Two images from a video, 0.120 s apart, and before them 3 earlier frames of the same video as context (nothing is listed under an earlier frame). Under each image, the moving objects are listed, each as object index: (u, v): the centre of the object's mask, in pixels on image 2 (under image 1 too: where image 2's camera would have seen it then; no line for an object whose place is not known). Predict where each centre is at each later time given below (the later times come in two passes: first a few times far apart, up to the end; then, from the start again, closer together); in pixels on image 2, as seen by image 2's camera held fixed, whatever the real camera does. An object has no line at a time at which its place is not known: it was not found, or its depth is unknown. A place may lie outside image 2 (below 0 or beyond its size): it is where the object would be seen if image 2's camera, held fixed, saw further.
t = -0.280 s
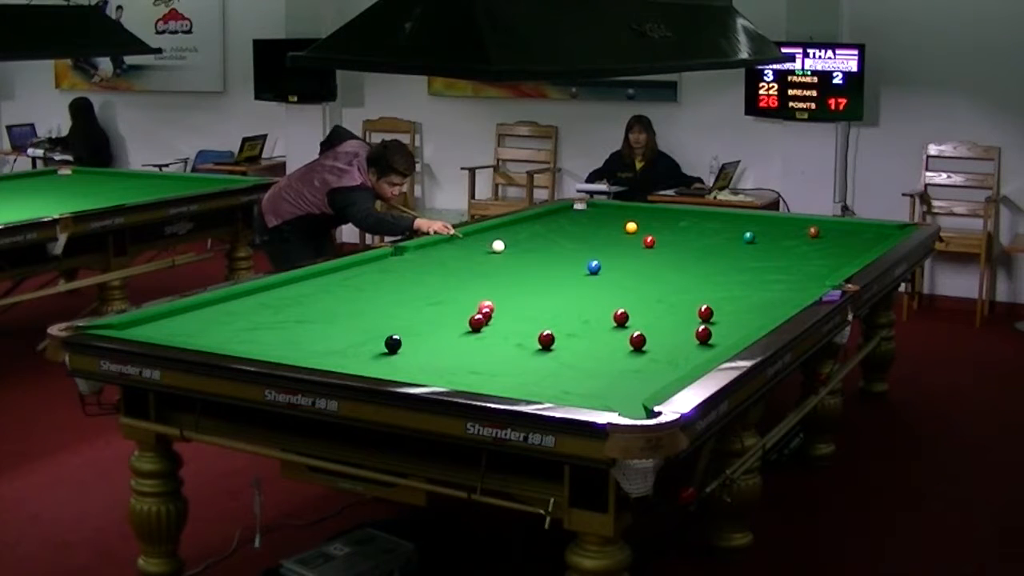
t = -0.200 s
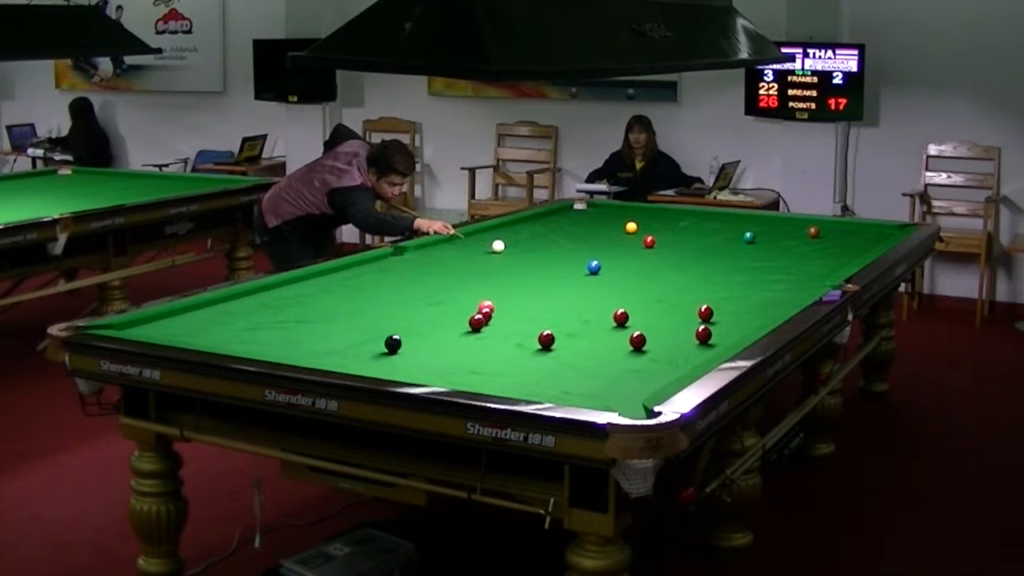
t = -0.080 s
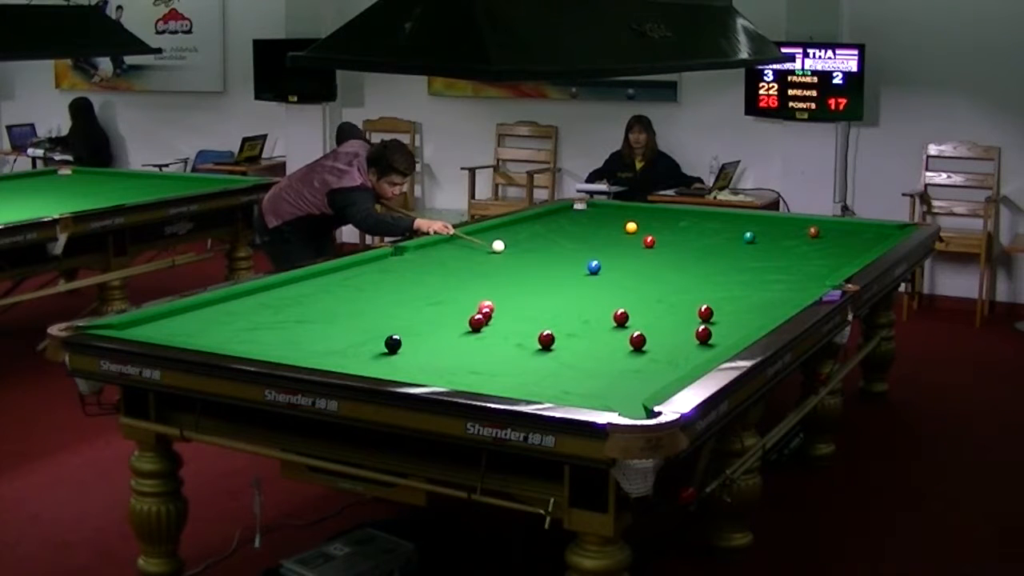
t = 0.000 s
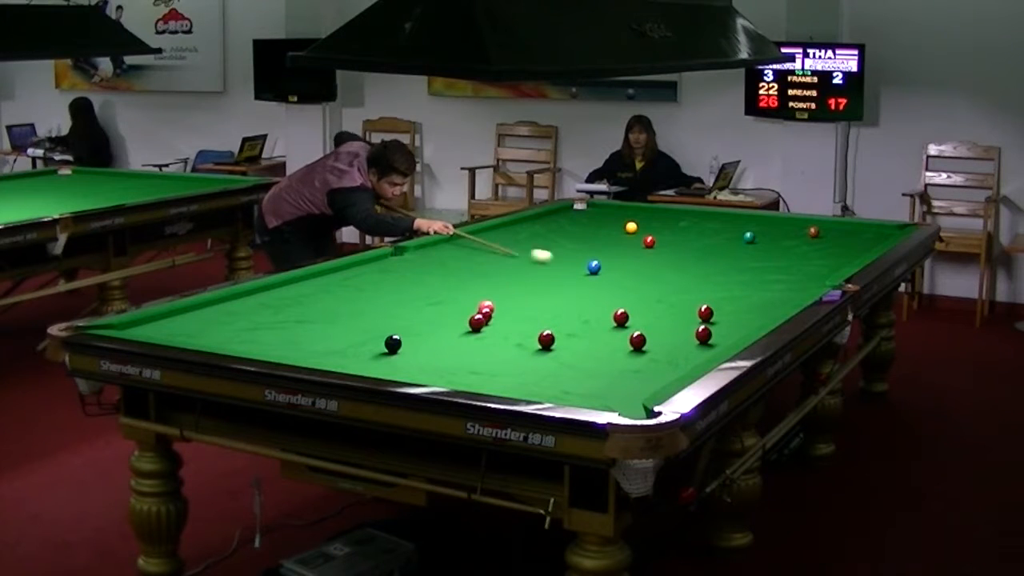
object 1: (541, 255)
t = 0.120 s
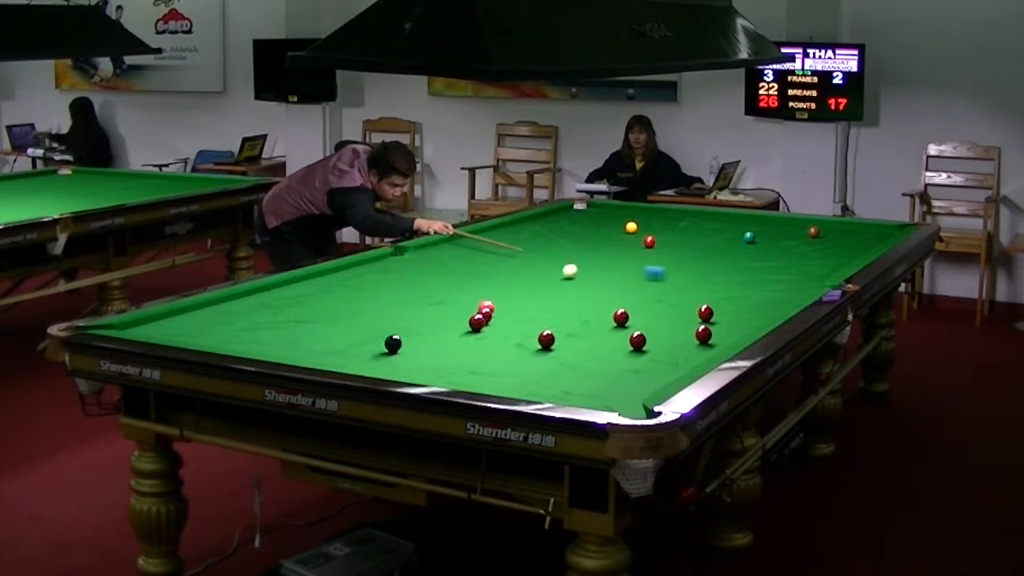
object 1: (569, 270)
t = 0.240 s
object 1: (546, 280)
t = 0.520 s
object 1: (482, 296)
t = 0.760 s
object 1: (424, 311)
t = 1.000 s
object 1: (360, 326)
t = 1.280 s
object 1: (279, 344)
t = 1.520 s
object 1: (249, 341)
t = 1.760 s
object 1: (250, 328)
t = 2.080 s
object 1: (251, 310)
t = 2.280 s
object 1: (252, 302)
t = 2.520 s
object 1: (252, 293)
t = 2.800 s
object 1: (289, 287)
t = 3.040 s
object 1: (322, 283)
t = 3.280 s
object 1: (353, 280)
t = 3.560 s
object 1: (386, 277)
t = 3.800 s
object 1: (412, 274)
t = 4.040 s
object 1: (436, 271)
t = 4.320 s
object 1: (462, 268)
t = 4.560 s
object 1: (482, 266)
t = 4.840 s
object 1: (503, 264)
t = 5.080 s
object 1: (519, 262)
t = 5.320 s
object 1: (533, 261)
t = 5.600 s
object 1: (548, 259)
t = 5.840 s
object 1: (560, 258)
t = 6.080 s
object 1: (569, 257)
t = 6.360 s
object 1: (579, 255)
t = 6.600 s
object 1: (586, 255)
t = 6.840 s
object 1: (591, 254)
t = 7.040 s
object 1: (595, 254)
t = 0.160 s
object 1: (562, 274)
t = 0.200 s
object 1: (554, 277)
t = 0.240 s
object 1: (546, 280)
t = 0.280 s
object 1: (537, 283)
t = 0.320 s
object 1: (529, 286)
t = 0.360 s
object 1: (520, 289)
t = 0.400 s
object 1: (511, 291)
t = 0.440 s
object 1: (502, 293)
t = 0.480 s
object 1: (493, 294)
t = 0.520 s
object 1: (482, 296)
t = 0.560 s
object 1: (473, 299)
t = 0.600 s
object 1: (463, 302)
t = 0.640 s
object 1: (454, 304)
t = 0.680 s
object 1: (444, 306)
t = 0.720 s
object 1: (434, 309)
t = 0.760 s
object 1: (424, 311)
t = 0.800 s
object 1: (413, 313)
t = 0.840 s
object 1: (403, 315)
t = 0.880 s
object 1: (392, 318)
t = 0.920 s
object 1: (382, 320)
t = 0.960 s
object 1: (371, 323)
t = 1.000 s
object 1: (360, 326)
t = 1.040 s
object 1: (348, 328)
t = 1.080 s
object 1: (337, 330)
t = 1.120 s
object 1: (326, 333)
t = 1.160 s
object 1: (314, 336)
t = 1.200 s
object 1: (302, 339)
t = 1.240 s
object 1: (291, 341)
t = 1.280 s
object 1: (279, 344)
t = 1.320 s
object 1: (267, 345)
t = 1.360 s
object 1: (255, 345)
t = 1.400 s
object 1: (246, 347)
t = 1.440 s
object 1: (247, 344)
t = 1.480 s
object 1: (248, 343)
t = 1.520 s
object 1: (249, 341)
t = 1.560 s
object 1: (249, 339)
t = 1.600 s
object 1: (249, 337)
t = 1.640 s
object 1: (250, 335)
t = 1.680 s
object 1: (250, 332)
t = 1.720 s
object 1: (250, 330)
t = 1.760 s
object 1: (250, 328)
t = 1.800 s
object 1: (252, 325)
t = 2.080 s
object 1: (251, 310)
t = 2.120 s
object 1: (252, 309)
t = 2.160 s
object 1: (252, 307)
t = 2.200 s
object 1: (252, 305)
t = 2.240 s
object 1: (252, 303)
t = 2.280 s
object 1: (252, 302)
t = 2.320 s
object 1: (252, 300)
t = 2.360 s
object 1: (252, 299)
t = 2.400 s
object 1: (252, 297)
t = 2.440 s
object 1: (252, 296)
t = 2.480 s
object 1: (252, 294)
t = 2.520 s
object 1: (252, 293)
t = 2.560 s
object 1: (253, 291)
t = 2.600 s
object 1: (259, 290)
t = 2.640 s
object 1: (266, 289)
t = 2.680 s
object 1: (272, 289)
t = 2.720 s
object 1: (277, 288)
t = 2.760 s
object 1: (283, 288)
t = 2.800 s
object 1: (289, 287)
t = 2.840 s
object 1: (295, 287)
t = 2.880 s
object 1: (301, 286)
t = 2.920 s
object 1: (306, 285)
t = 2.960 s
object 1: (312, 284)
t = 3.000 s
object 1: (317, 284)
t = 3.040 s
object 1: (322, 283)
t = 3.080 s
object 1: (328, 283)
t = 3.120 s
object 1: (333, 282)
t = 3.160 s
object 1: (338, 282)
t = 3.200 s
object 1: (343, 281)
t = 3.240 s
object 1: (348, 281)
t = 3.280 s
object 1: (353, 280)
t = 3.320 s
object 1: (358, 280)
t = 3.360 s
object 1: (363, 279)
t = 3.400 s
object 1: (368, 279)
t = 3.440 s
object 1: (372, 278)
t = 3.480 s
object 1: (377, 278)
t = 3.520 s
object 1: (382, 277)
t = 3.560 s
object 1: (386, 277)
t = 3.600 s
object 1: (391, 276)
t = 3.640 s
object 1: (395, 276)
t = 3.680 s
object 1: (400, 275)
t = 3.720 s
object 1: (404, 275)
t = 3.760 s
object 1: (408, 274)
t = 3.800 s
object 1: (412, 274)
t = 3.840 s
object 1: (417, 273)
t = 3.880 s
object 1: (421, 273)
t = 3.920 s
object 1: (425, 272)
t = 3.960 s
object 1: (429, 272)
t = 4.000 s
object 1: (433, 272)
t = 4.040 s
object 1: (436, 271)
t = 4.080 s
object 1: (440, 271)
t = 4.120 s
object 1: (444, 270)
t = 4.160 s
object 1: (448, 270)
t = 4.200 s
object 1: (451, 269)
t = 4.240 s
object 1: (455, 269)
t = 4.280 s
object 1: (458, 269)
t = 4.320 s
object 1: (462, 268)
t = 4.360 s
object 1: (465, 268)
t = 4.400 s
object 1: (469, 268)
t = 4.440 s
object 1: (472, 267)
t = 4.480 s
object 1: (475, 267)
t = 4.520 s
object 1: (478, 267)
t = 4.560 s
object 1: (482, 266)
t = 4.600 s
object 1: (485, 266)
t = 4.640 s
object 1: (488, 266)
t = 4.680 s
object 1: (491, 265)
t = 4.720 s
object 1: (494, 265)
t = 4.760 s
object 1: (497, 265)
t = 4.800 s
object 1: (500, 265)
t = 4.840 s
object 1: (503, 264)
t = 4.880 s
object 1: (506, 264)
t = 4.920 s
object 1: (509, 264)
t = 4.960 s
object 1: (511, 263)
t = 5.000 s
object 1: (514, 263)
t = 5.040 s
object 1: (516, 263)
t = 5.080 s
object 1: (519, 262)
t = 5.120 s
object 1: (522, 262)
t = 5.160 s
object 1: (524, 262)
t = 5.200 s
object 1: (527, 262)
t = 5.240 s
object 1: (529, 261)
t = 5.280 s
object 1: (531, 261)
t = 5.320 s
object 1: (533, 261)
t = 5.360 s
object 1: (536, 261)
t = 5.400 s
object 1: (538, 260)
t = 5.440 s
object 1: (540, 260)
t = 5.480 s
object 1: (542, 260)
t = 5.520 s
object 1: (544, 260)
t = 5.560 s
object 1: (546, 259)
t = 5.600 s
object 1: (548, 259)
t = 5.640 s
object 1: (551, 259)
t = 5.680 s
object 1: (552, 259)
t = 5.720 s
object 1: (554, 258)
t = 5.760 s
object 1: (556, 258)
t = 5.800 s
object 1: (558, 258)
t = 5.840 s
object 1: (560, 258)
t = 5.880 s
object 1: (561, 258)
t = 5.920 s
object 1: (563, 258)
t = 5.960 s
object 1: (565, 257)
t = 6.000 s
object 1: (566, 257)
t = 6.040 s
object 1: (568, 257)
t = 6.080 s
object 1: (569, 257)
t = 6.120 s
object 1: (571, 256)
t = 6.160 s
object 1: (572, 256)
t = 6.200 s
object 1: (574, 256)
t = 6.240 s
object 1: (575, 256)
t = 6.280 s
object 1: (576, 256)
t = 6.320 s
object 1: (578, 256)
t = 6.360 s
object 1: (579, 255)
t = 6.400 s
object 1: (580, 255)
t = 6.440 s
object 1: (581, 255)
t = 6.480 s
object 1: (583, 255)
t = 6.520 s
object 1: (584, 255)
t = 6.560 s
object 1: (585, 255)
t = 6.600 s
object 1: (586, 255)
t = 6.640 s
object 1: (587, 255)
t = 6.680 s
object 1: (588, 254)
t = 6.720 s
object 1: (589, 254)
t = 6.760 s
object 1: (590, 254)
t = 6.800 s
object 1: (591, 254)
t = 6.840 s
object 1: (591, 254)
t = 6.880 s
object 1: (592, 254)
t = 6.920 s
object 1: (593, 254)
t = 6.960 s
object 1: (594, 254)
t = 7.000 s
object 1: (595, 254)
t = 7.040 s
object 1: (595, 254)
